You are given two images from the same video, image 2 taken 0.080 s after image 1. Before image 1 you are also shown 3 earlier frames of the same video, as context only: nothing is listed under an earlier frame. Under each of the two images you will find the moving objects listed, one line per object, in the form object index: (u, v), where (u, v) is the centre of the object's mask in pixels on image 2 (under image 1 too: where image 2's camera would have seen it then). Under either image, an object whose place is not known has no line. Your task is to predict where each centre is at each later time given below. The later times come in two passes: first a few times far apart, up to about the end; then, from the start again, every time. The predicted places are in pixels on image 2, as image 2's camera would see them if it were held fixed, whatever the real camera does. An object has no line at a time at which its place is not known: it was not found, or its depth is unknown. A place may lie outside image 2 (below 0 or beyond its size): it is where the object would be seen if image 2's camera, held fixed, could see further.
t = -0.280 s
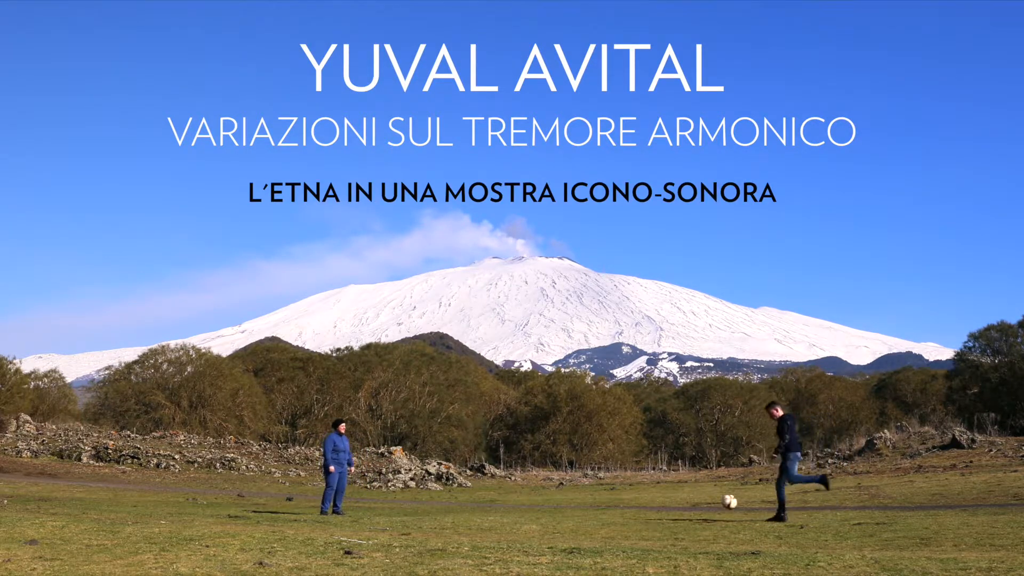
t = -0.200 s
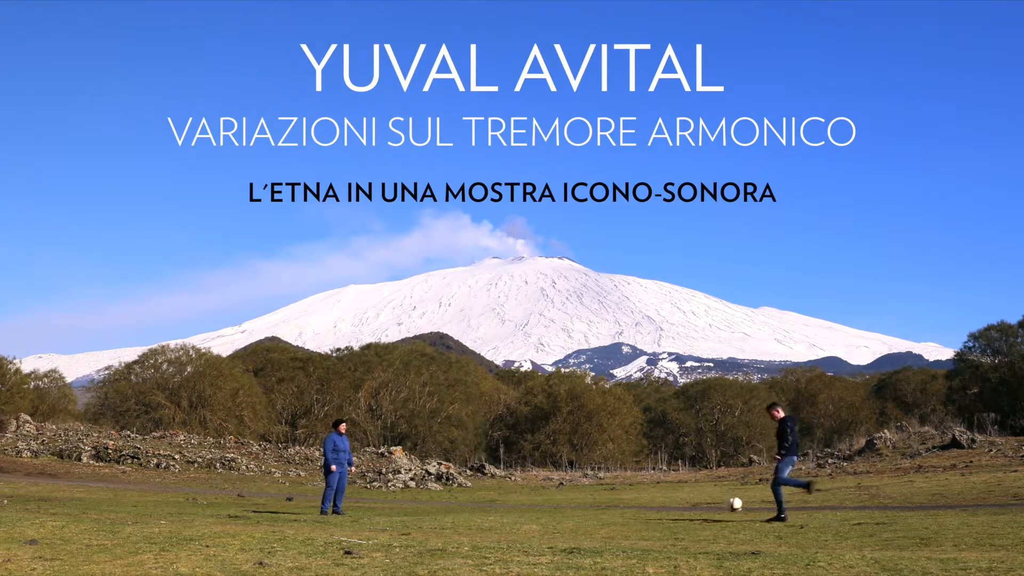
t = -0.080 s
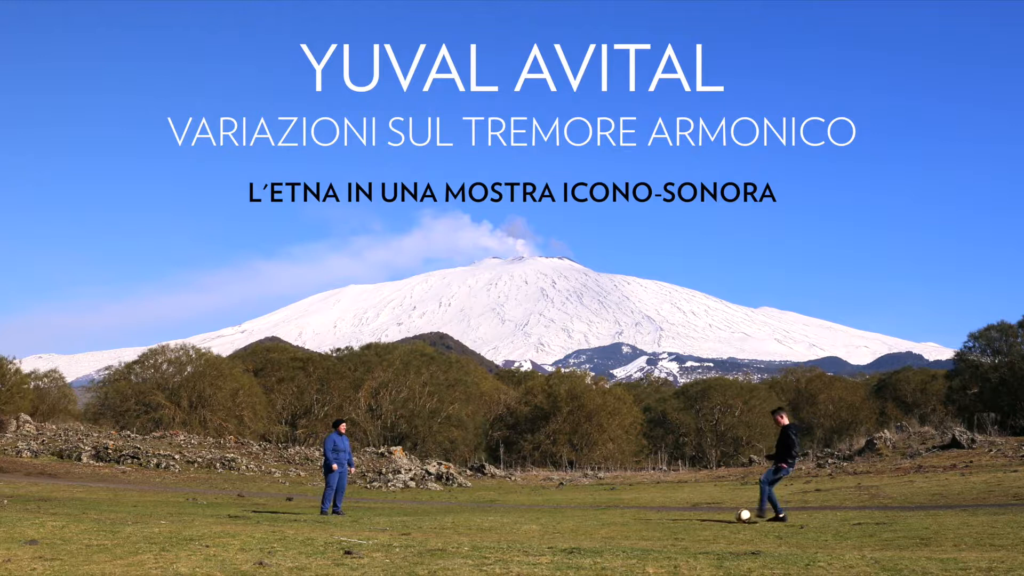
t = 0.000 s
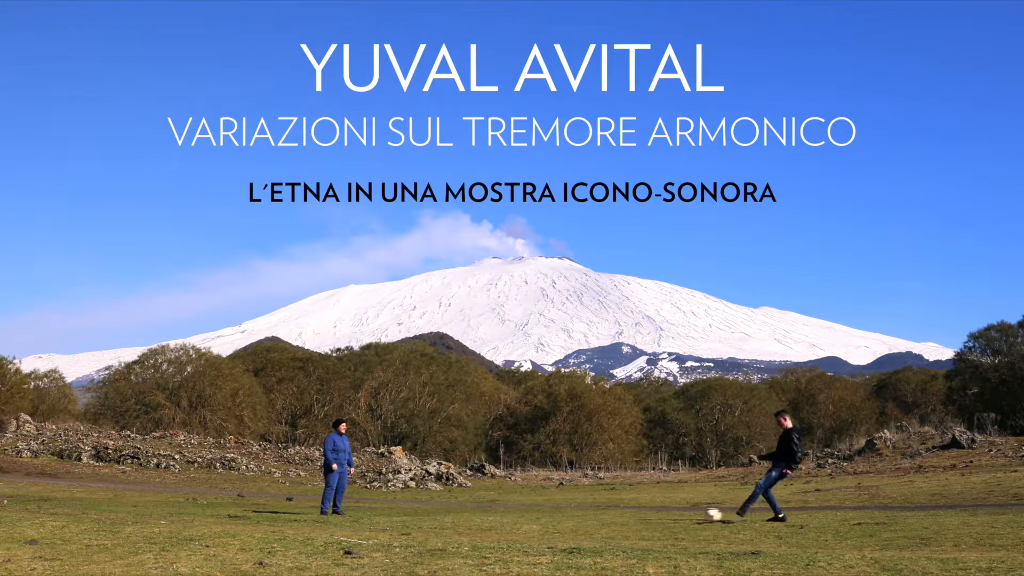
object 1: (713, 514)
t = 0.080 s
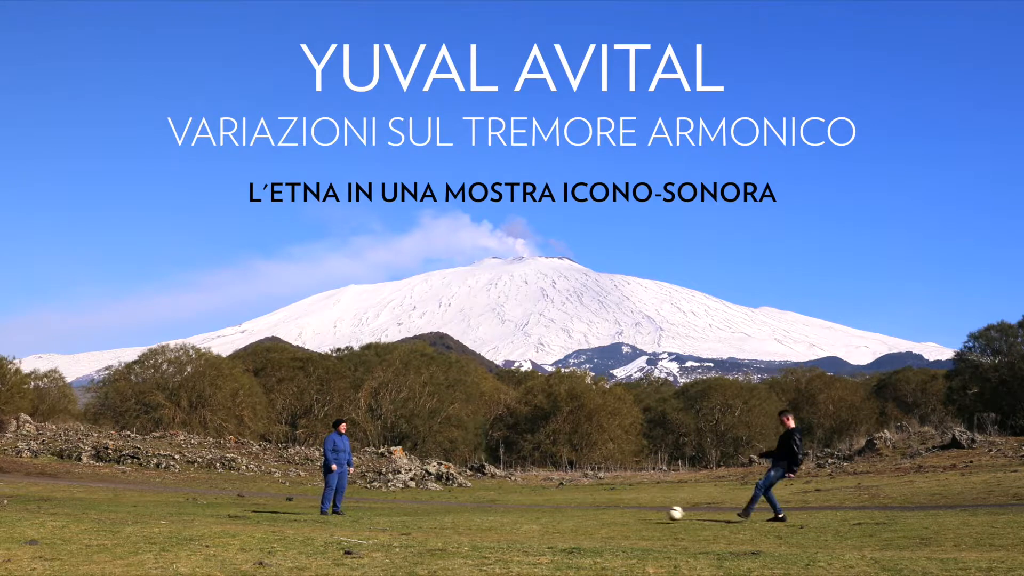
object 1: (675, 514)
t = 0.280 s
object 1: (598, 516)
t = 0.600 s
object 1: (515, 514)
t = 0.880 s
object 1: (452, 513)
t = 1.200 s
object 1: (389, 514)
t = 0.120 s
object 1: (659, 512)
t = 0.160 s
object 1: (643, 512)
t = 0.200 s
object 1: (627, 514)
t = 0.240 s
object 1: (611, 516)
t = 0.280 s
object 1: (598, 516)
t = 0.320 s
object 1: (588, 513)
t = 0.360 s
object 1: (576, 512)
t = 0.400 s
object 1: (566, 512)
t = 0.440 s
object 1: (555, 514)
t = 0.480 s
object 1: (545, 516)
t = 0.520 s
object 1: (535, 515)
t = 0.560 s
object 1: (525, 514)
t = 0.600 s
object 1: (515, 514)
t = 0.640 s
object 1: (506, 515)
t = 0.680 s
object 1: (497, 516)
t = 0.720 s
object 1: (487, 516)
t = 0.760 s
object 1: (478, 515)
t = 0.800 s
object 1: (470, 514)
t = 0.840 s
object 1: (461, 515)
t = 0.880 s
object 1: (452, 513)
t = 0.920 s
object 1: (444, 514)
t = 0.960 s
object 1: (435, 515)
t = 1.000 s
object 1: (427, 514)
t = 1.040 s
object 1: (419, 513)
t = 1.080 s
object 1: (412, 512)
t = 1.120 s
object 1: (404, 513)
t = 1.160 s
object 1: (396, 514)
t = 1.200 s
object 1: (389, 514)
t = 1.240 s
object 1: (382, 514)
